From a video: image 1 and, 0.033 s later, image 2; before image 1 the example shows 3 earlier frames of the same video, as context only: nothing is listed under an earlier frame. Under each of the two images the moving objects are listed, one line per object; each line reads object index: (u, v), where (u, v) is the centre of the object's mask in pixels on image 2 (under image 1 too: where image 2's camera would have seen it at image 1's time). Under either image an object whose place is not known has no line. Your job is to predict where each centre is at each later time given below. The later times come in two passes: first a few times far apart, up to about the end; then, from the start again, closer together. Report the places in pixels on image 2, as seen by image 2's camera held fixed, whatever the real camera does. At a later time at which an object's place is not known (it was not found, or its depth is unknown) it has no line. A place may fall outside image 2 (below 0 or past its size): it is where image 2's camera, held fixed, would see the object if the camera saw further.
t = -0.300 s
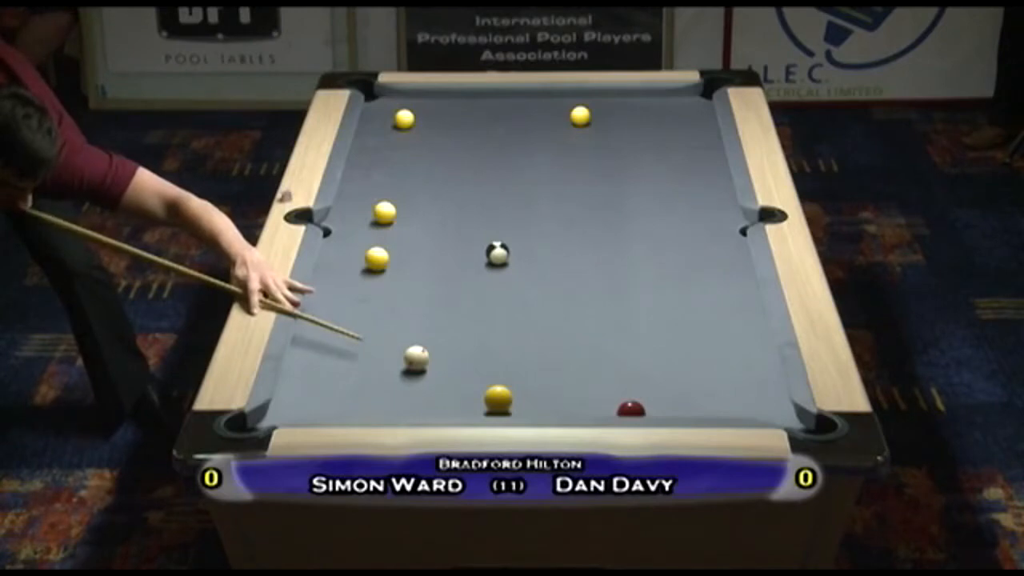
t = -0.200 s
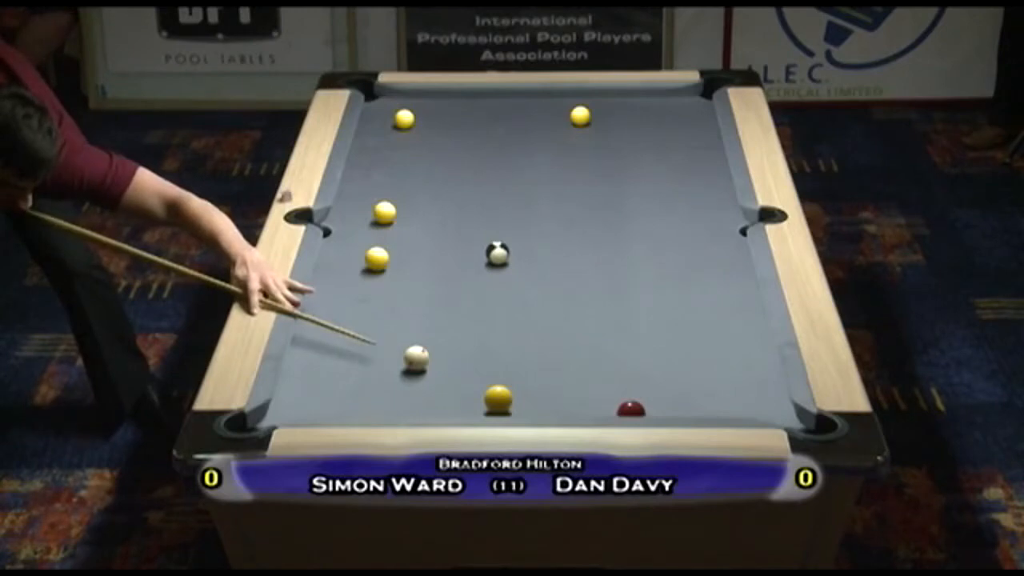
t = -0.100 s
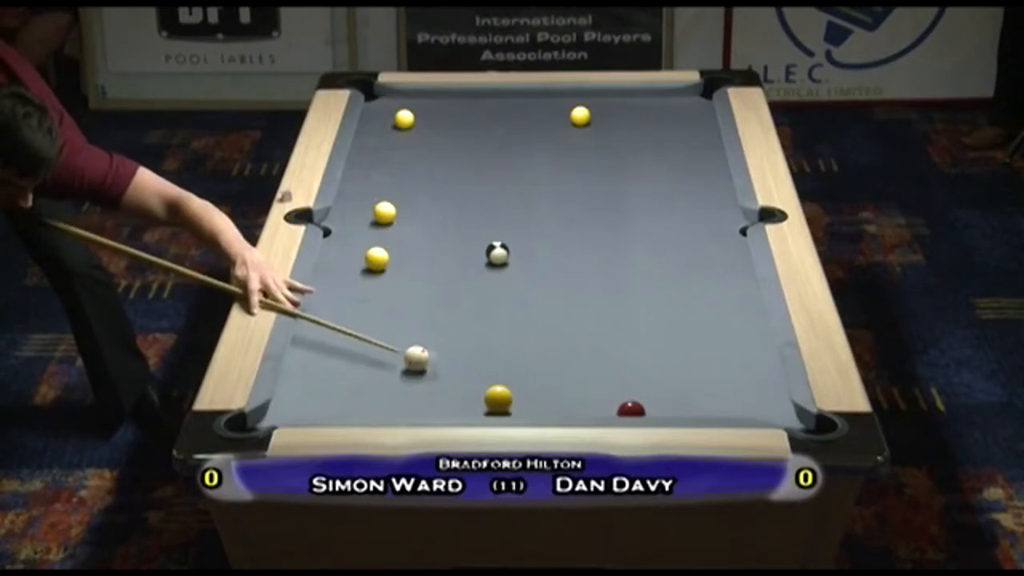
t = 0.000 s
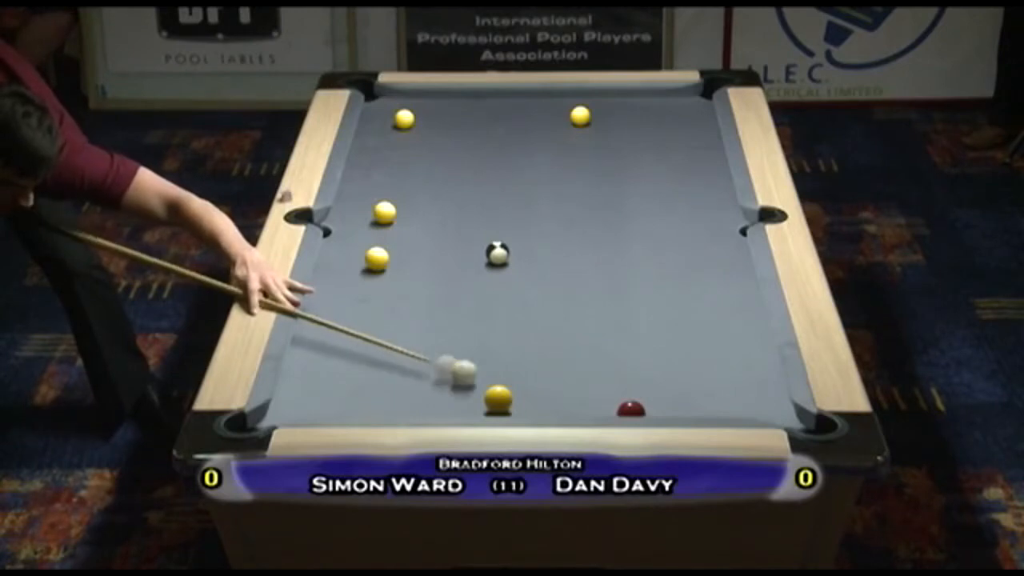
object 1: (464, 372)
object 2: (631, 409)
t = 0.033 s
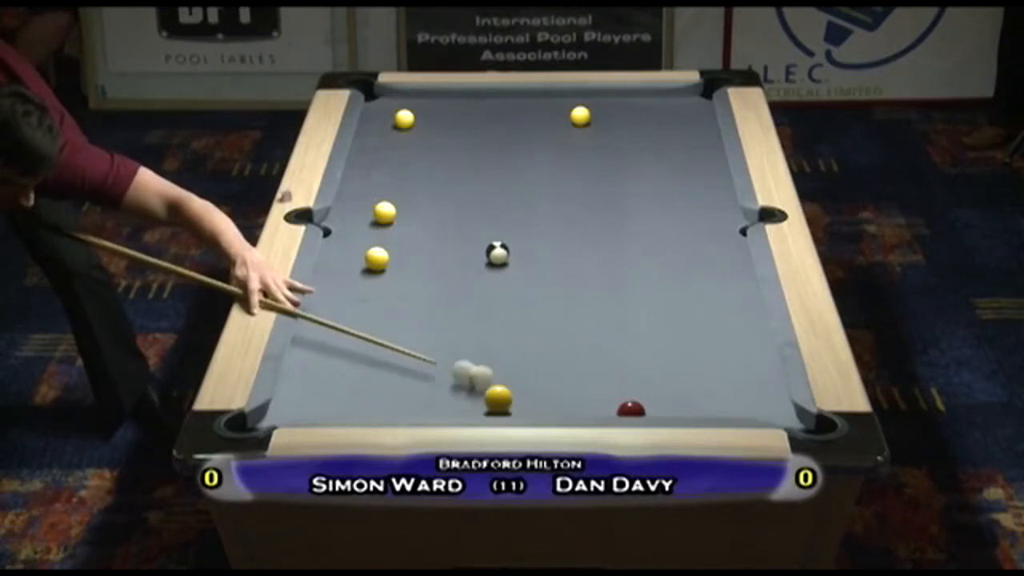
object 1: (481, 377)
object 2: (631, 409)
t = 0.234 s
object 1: (566, 402)
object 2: (631, 409)
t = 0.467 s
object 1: (603, 405)
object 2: (668, 409)
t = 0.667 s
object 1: (613, 393)
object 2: (716, 409)
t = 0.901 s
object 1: (623, 380)
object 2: (767, 411)
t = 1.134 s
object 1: (631, 368)
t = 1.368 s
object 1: (638, 357)
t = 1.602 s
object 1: (643, 348)
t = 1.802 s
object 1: (648, 341)
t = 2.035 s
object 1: (652, 335)
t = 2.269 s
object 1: (655, 329)
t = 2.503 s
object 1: (659, 325)
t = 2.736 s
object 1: (661, 322)
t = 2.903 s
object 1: (663, 321)
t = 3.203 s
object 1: (662, 318)
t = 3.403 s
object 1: (665, 319)
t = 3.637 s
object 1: (664, 319)
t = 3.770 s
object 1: (664, 319)
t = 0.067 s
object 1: (482, 377)
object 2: (631, 409)
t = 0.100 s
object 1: (497, 378)
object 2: (631, 409)
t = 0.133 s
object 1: (516, 387)
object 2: (631, 409)
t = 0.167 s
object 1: (530, 393)
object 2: (631, 409)
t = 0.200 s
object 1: (548, 399)
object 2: (631, 409)
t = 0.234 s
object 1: (566, 402)
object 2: (631, 409)
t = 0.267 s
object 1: (564, 402)
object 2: (631, 409)
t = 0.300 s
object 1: (582, 406)
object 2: (631, 409)
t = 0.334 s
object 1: (599, 408)
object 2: (631, 409)
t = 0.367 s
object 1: (601, 409)
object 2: (642, 409)
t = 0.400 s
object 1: (601, 407)
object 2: (648, 409)
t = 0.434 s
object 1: (601, 406)
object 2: (659, 409)
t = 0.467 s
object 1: (603, 405)
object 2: (668, 409)
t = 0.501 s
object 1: (605, 404)
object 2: (674, 409)
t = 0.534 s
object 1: (607, 403)
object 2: (683, 409)
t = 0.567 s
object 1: (608, 400)
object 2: (692, 409)
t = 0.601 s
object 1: (610, 398)
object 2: (698, 409)
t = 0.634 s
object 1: (611, 396)
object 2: (707, 409)
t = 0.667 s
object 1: (613, 393)
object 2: (716, 409)
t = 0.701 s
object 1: (615, 392)
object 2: (721, 409)
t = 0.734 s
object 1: (616, 390)
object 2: (730, 410)
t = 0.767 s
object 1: (618, 387)
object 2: (739, 410)
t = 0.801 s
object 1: (619, 385)
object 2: (744, 410)
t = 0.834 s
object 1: (620, 384)
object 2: (753, 410)
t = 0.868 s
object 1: (622, 382)
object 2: (758, 411)
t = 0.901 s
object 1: (623, 380)
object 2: (767, 411)
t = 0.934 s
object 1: (624, 378)
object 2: (775, 413)
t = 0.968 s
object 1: (625, 377)
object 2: (783, 413)
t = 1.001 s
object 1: (626, 375)
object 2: (789, 413)
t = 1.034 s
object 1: (627, 373)
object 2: (791, 415)
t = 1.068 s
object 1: (629, 371)
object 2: (791, 416)
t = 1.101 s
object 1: (629, 369)
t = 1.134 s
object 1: (631, 368)
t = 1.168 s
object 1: (632, 366)
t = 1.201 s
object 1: (633, 365)
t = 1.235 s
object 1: (634, 363)
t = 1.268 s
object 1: (635, 361)
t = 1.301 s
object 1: (636, 360)
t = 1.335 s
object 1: (637, 358)
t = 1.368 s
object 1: (638, 357)
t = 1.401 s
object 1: (639, 356)
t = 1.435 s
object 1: (639, 354)
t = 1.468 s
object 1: (640, 353)
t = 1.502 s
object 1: (641, 351)
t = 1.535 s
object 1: (642, 350)
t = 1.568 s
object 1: (642, 349)
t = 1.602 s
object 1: (643, 348)
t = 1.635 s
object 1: (644, 347)
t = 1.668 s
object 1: (645, 346)
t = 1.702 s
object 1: (645, 345)
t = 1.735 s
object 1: (646, 344)
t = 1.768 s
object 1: (647, 342)
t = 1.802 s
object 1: (648, 341)
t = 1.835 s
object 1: (648, 340)
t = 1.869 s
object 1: (649, 339)
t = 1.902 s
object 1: (650, 339)
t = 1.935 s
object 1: (650, 337)
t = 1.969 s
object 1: (651, 336)
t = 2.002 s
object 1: (651, 335)
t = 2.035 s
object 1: (652, 335)
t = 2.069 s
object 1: (652, 334)
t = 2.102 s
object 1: (653, 333)
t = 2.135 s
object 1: (653, 332)
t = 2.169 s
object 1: (654, 331)
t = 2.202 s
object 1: (654, 330)
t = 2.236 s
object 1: (655, 330)
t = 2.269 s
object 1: (655, 329)
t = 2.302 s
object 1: (656, 329)
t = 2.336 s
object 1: (656, 328)
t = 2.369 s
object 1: (657, 327)
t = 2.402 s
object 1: (658, 327)
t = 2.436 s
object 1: (658, 326)
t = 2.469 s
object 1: (659, 326)
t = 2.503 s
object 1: (659, 325)
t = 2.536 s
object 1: (660, 324)
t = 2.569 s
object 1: (660, 324)
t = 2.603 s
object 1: (660, 324)
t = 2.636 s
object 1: (661, 323)
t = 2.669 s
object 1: (661, 323)
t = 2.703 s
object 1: (661, 323)
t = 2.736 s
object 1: (661, 322)
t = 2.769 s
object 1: (663, 322)
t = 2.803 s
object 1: (662, 322)
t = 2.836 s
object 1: (662, 321)
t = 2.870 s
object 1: (663, 321)
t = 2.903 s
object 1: (663, 321)
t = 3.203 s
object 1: (662, 318)
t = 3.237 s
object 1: (664, 319)
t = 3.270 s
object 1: (665, 319)
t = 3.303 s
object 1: (665, 319)
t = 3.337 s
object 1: (665, 319)
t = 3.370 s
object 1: (665, 319)
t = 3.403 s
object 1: (665, 319)
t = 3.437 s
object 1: (665, 319)
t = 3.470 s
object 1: (664, 319)
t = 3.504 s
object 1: (664, 319)
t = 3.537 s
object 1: (664, 319)
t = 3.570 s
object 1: (664, 319)
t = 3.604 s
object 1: (664, 319)
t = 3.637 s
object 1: (664, 319)
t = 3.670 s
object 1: (665, 319)
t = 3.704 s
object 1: (665, 319)
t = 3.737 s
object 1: (664, 319)
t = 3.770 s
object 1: (664, 319)
